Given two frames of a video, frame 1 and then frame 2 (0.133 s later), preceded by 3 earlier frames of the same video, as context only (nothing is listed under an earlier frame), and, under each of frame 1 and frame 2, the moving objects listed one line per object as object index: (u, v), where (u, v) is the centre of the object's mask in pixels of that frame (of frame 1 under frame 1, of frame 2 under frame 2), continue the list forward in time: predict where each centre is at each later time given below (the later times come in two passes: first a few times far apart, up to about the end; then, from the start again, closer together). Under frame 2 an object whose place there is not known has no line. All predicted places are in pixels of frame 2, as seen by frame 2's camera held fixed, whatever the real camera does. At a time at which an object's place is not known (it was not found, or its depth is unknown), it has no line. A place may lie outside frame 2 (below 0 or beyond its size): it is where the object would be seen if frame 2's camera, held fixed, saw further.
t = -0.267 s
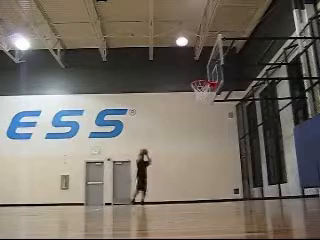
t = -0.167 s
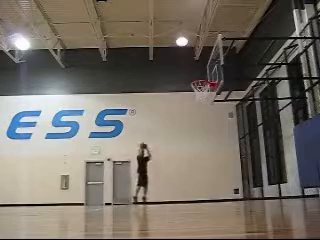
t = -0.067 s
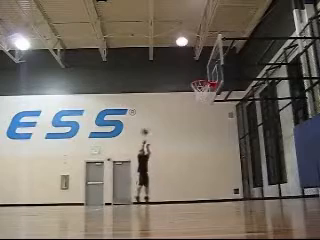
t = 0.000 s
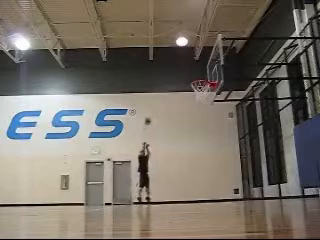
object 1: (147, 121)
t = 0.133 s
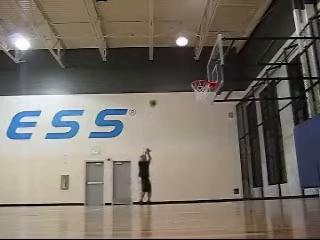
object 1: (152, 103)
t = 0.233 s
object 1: (157, 93)
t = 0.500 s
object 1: (171, 70)
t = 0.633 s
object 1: (178, 66)
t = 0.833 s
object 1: (192, 72)
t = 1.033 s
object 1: (203, 95)
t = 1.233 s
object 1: (205, 118)
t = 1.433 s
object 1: (208, 160)
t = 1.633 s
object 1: (208, 185)
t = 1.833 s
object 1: (200, 154)
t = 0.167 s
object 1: (154, 99)
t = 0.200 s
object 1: (155, 95)
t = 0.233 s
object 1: (157, 93)
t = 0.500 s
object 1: (171, 70)
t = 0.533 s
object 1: (172, 69)
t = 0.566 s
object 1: (173, 68)
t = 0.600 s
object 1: (175, 67)
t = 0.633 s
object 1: (178, 66)
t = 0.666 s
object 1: (179, 67)
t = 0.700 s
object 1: (182, 67)
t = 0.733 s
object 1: (184, 68)
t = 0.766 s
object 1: (186, 69)
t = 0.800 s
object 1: (188, 70)
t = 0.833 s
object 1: (192, 72)
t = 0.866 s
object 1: (195, 74)
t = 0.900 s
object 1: (197, 75)
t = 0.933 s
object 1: (200, 88)
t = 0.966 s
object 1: (202, 88)
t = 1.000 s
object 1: (203, 92)
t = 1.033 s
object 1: (203, 95)
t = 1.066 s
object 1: (203, 97)
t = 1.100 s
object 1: (204, 100)
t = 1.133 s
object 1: (204, 104)
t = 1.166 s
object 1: (205, 108)
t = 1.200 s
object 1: (205, 113)
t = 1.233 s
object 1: (205, 118)
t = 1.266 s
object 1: (206, 124)
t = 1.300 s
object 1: (206, 130)
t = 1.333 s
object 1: (207, 136)
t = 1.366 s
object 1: (207, 144)
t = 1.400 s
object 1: (208, 152)
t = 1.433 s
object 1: (208, 160)
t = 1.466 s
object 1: (209, 169)
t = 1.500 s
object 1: (210, 178)
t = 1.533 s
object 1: (210, 186)
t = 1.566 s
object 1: (211, 196)
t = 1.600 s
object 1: (210, 193)
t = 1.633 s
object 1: (208, 185)
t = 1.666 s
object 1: (207, 179)
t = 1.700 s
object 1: (205, 173)
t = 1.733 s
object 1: (203, 167)
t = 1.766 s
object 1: (202, 163)
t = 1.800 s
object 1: (201, 158)
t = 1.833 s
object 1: (200, 154)
